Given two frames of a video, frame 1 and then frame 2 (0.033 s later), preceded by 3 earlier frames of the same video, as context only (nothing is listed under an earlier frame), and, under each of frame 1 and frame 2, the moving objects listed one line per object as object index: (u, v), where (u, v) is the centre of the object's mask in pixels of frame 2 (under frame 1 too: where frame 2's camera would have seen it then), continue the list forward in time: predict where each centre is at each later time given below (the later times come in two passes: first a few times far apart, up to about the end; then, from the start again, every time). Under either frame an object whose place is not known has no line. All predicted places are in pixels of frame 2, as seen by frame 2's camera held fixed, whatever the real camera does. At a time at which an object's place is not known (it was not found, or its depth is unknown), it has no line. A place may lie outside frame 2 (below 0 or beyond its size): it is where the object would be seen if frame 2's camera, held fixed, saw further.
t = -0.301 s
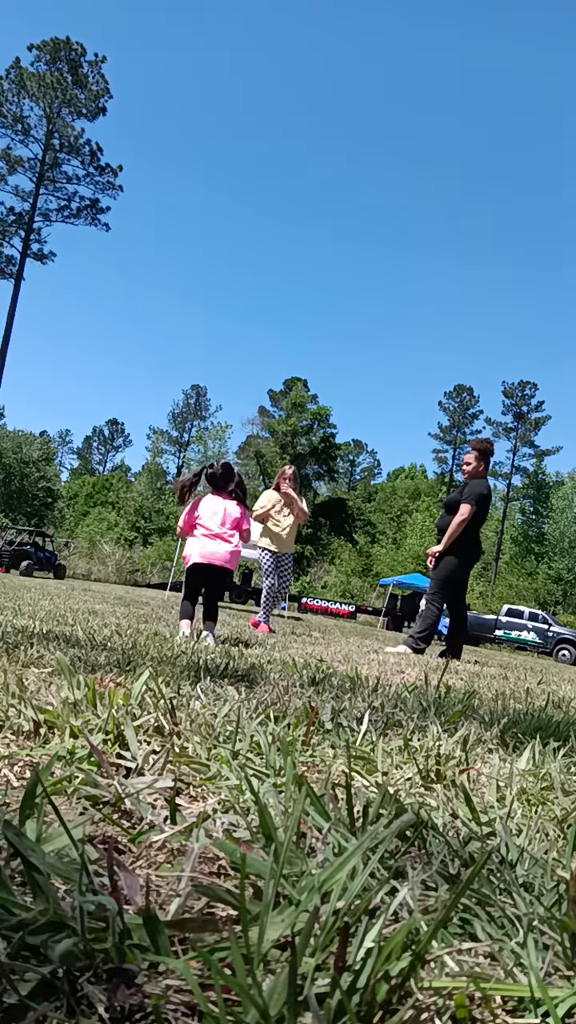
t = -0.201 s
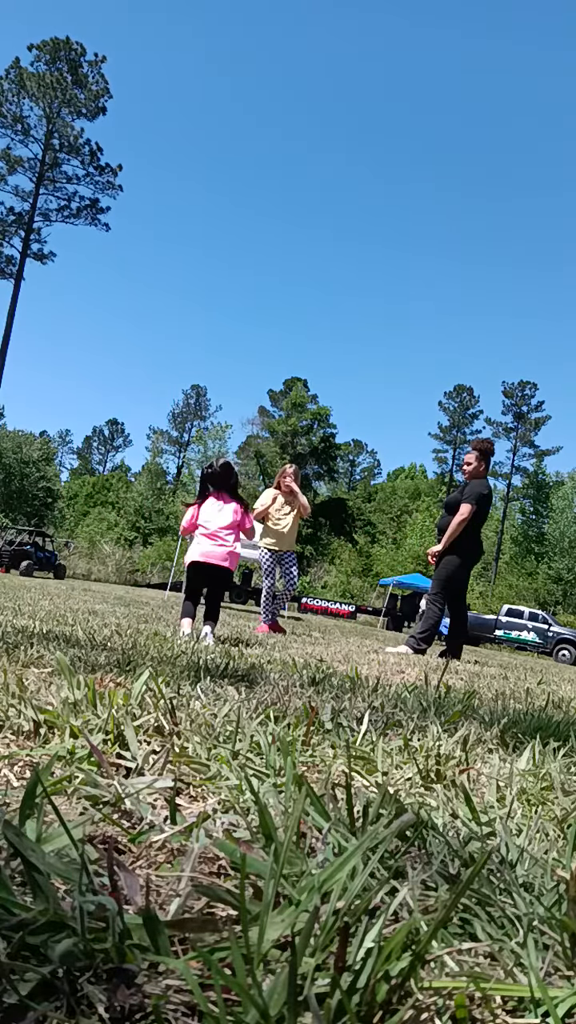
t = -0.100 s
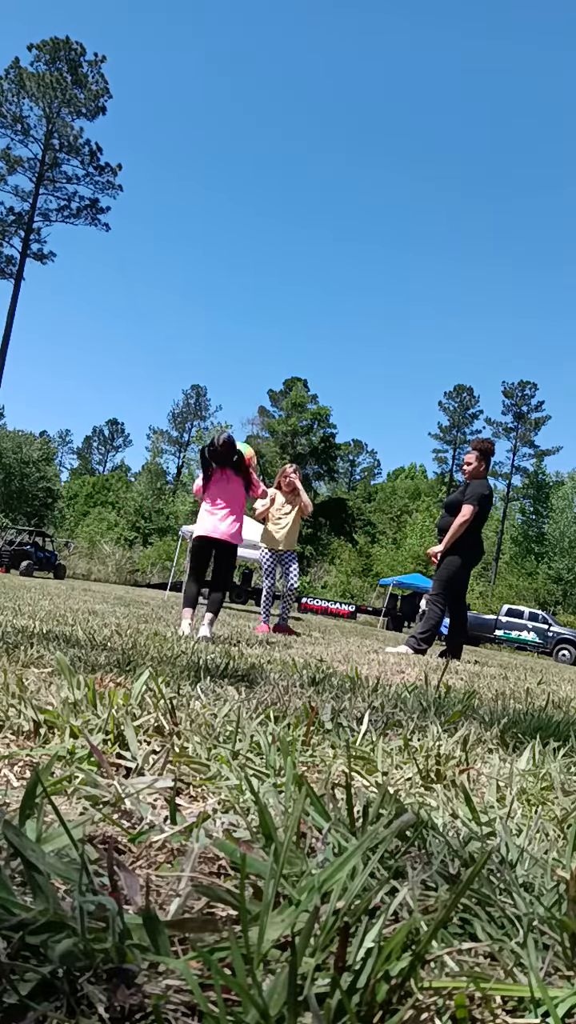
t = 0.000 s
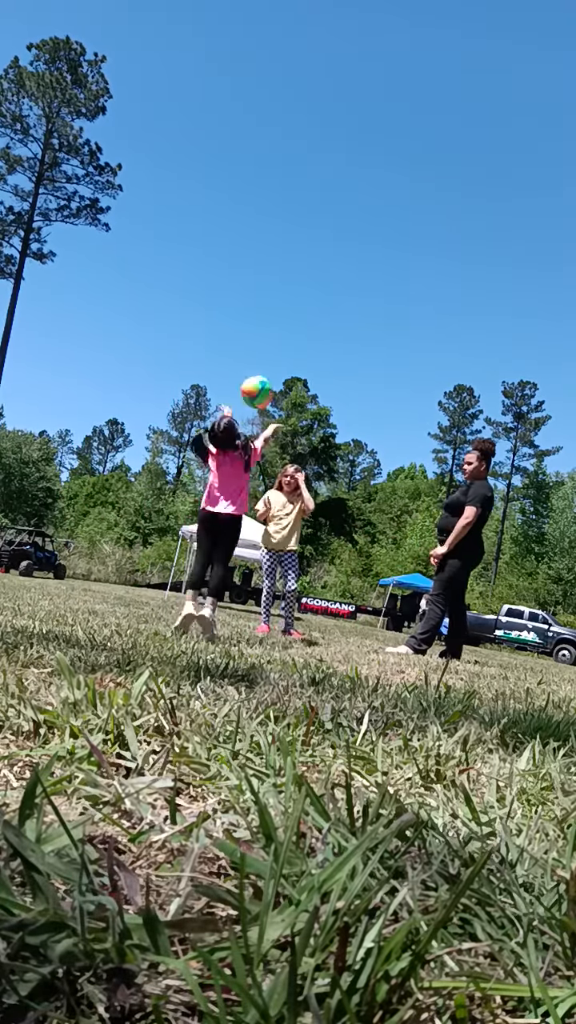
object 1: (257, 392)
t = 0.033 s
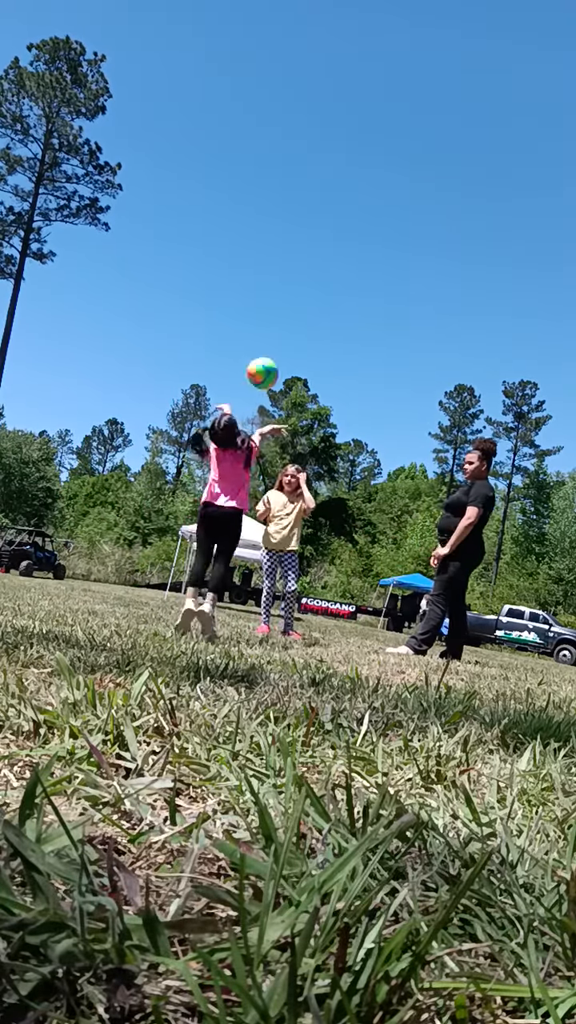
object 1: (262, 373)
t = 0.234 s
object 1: (288, 307)
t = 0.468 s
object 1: (299, 308)
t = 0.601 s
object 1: (300, 334)
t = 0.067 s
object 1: (268, 357)
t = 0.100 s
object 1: (273, 343)
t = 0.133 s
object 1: (277, 331)
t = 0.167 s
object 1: (281, 322)
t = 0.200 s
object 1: (285, 314)
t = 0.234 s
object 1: (288, 307)
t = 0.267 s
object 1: (291, 303)
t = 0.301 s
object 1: (293, 301)
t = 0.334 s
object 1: (295, 299)
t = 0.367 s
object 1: (297, 300)
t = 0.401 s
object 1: (298, 301)
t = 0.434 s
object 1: (299, 304)
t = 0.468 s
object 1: (299, 308)
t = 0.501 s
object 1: (300, 313)
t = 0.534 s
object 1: (300, 319)
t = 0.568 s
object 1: (300, 326)
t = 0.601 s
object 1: (300, 334)
